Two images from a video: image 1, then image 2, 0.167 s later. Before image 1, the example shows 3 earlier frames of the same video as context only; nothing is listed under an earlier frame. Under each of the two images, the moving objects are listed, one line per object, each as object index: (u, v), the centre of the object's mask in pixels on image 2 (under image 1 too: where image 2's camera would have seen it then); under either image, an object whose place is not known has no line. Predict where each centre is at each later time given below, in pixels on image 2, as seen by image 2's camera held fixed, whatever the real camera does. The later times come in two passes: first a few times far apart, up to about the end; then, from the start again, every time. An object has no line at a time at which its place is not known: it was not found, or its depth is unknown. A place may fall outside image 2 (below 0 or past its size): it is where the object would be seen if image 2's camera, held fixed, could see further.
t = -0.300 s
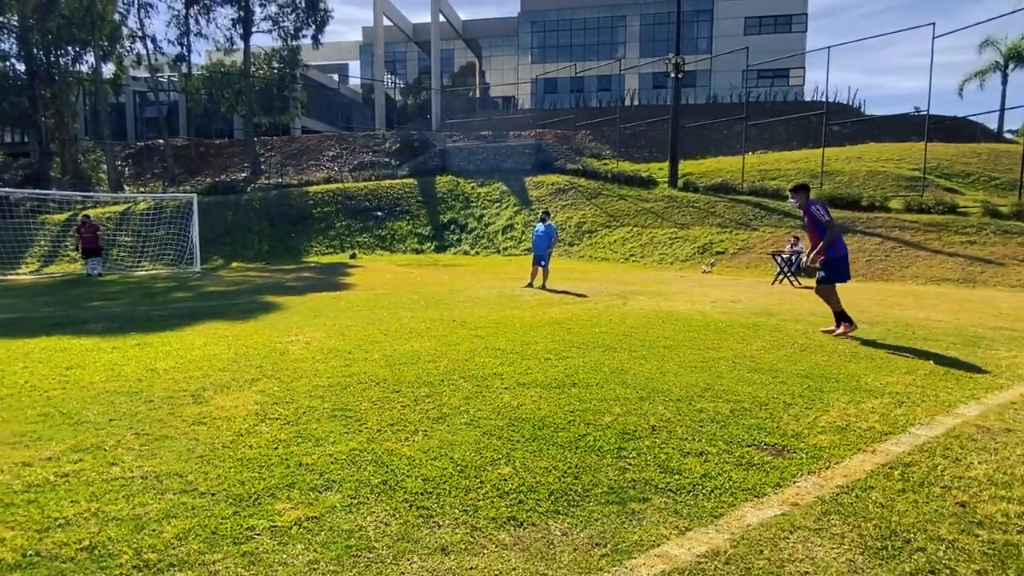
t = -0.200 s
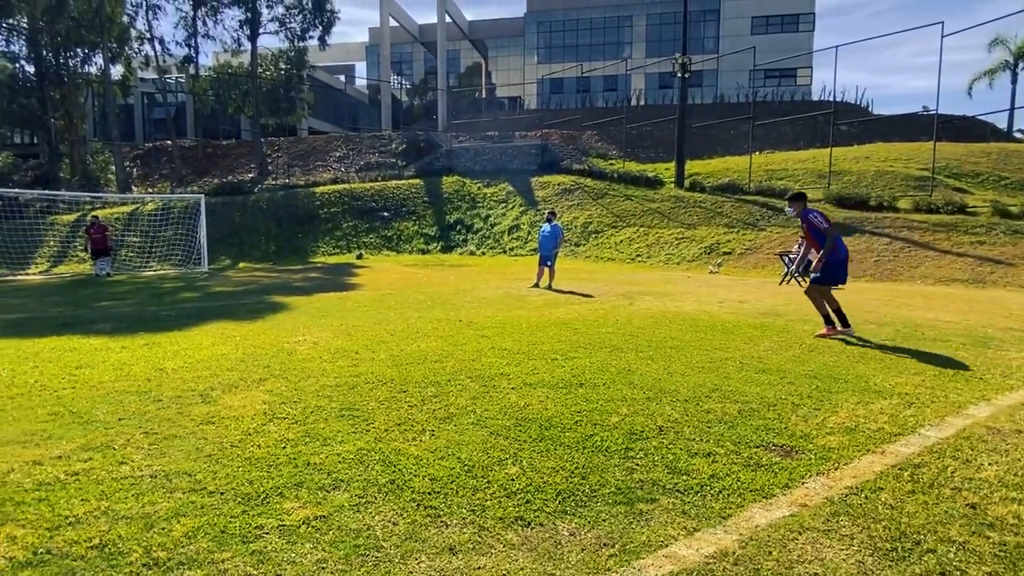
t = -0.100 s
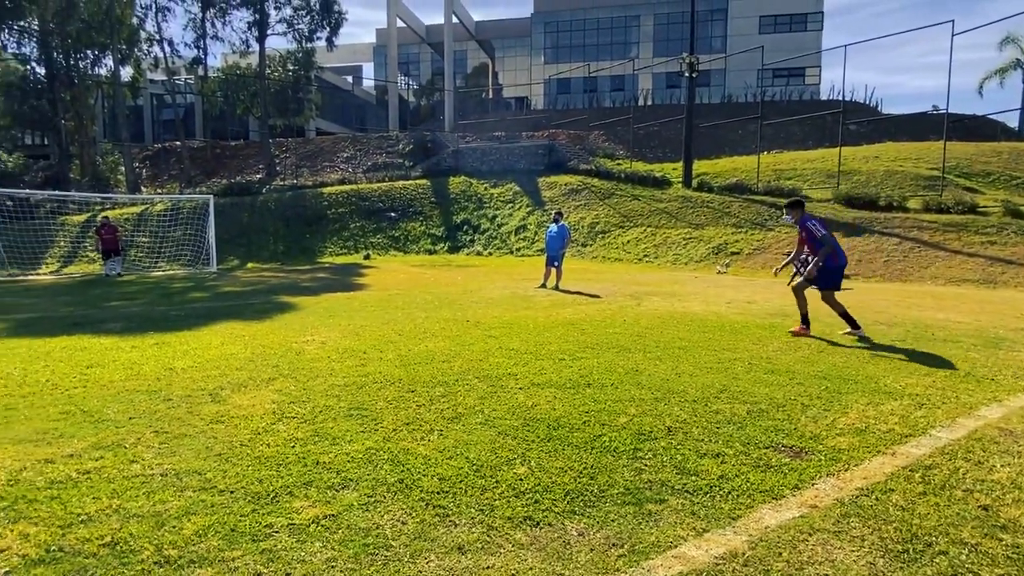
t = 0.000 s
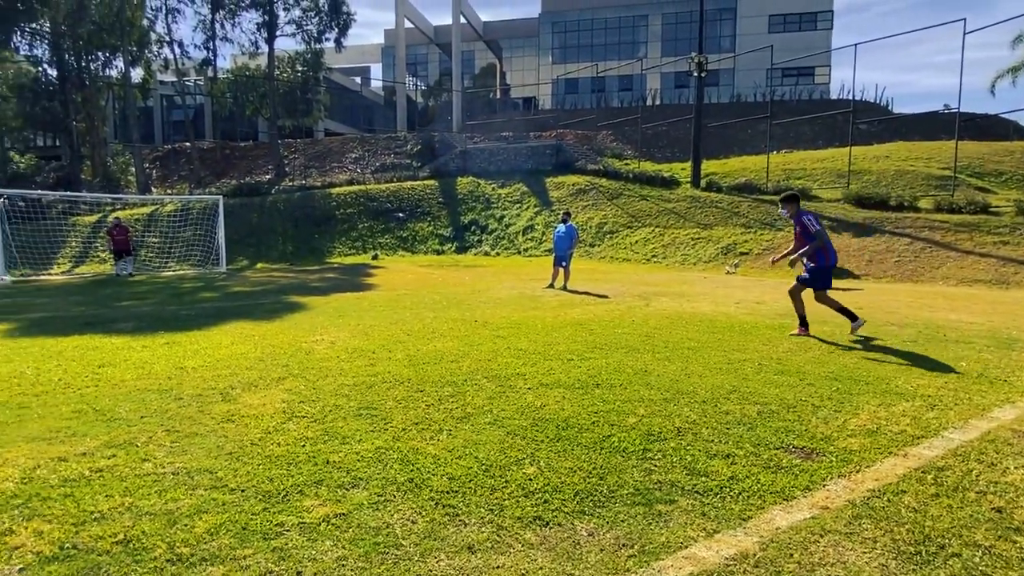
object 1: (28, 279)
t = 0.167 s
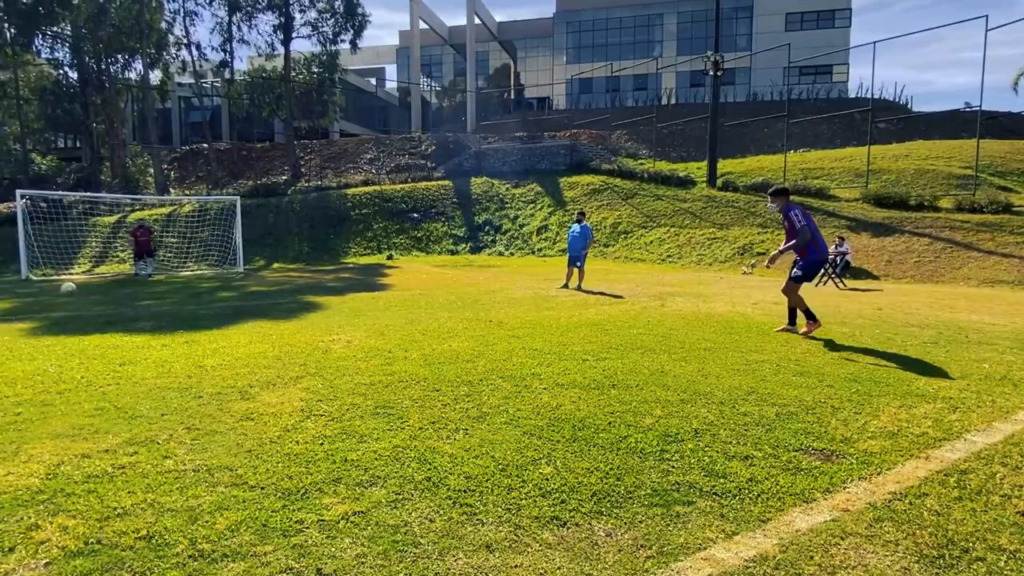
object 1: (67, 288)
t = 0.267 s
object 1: (97, 302)
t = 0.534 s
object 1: (159, 282)
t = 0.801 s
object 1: (232, 318)
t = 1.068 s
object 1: (318, 299)
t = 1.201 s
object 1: (367, 312)
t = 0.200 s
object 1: (77, 292)
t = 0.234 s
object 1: (87, 296)
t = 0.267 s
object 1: (97, 302)
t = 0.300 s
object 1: (104, 299)
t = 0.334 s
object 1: (111, 294)
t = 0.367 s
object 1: (119, 291)
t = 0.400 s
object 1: (126, 288)
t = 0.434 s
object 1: (134, 286)
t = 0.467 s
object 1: (141, 284)
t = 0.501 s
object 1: (149, 283)
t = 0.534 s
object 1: (159, 282)
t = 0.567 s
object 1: (167, 284)
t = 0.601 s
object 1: (176, 286)
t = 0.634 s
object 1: (184, 289)
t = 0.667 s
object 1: (194, 293)
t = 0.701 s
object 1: (203, 297)
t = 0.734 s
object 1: (213, 303)
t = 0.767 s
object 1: (222, 310)
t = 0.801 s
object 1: (232, 318)
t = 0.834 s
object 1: (242, 315)
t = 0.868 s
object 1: (252, 310)
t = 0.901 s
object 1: (262, 306)
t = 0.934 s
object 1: (273, 303)
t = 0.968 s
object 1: (284, 301)
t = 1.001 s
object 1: (295, 299)
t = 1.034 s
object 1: (306, 298)
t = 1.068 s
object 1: (318, 299)
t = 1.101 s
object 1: (331, 298)
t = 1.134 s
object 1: (342, 303)
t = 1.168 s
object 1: (354, 307)
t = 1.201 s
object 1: (367, 312)
